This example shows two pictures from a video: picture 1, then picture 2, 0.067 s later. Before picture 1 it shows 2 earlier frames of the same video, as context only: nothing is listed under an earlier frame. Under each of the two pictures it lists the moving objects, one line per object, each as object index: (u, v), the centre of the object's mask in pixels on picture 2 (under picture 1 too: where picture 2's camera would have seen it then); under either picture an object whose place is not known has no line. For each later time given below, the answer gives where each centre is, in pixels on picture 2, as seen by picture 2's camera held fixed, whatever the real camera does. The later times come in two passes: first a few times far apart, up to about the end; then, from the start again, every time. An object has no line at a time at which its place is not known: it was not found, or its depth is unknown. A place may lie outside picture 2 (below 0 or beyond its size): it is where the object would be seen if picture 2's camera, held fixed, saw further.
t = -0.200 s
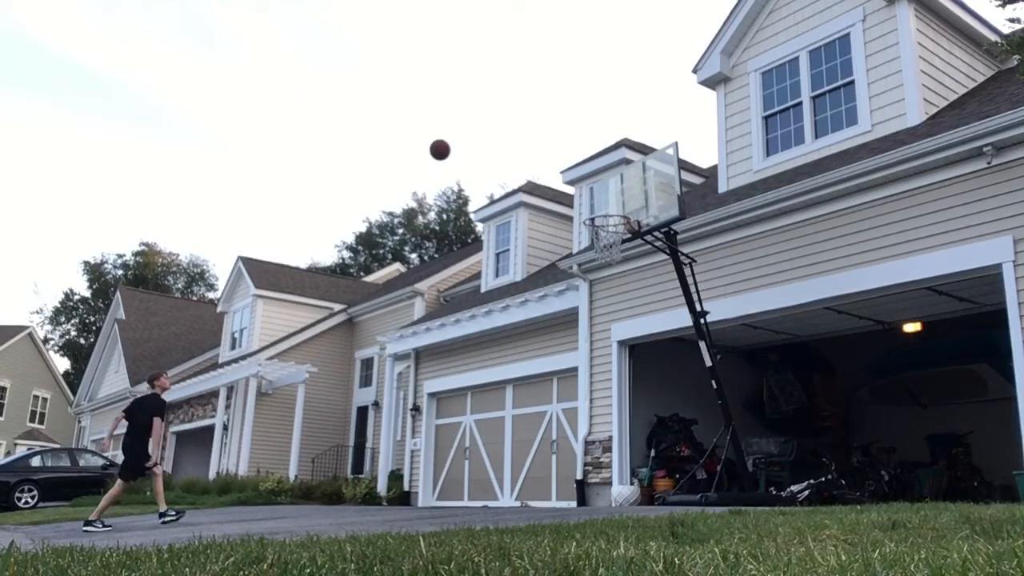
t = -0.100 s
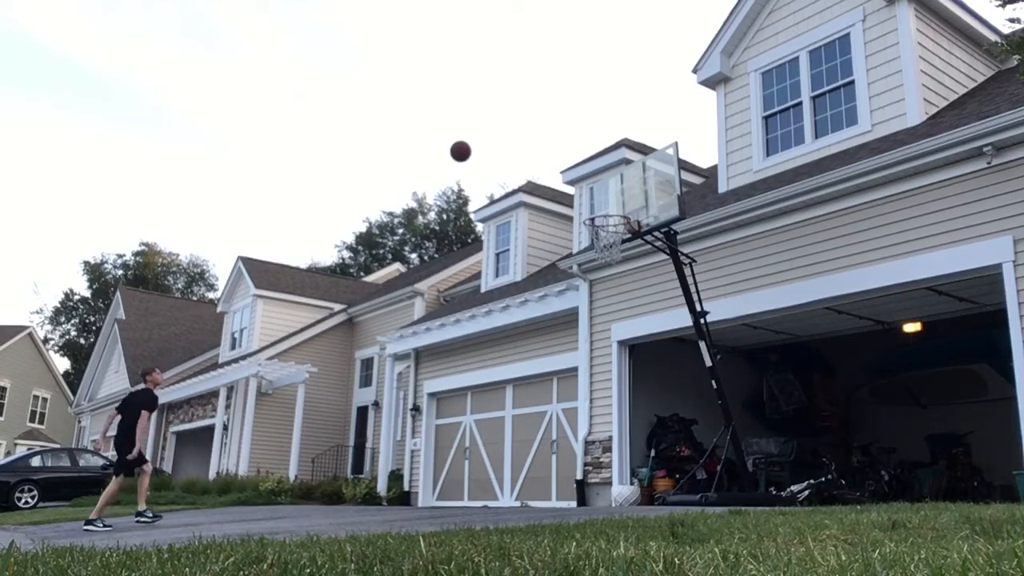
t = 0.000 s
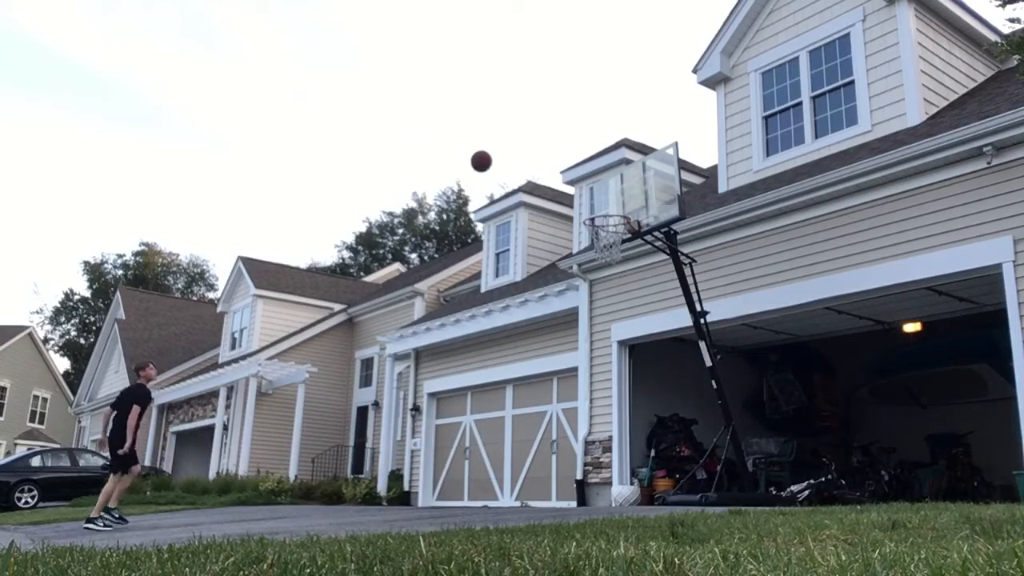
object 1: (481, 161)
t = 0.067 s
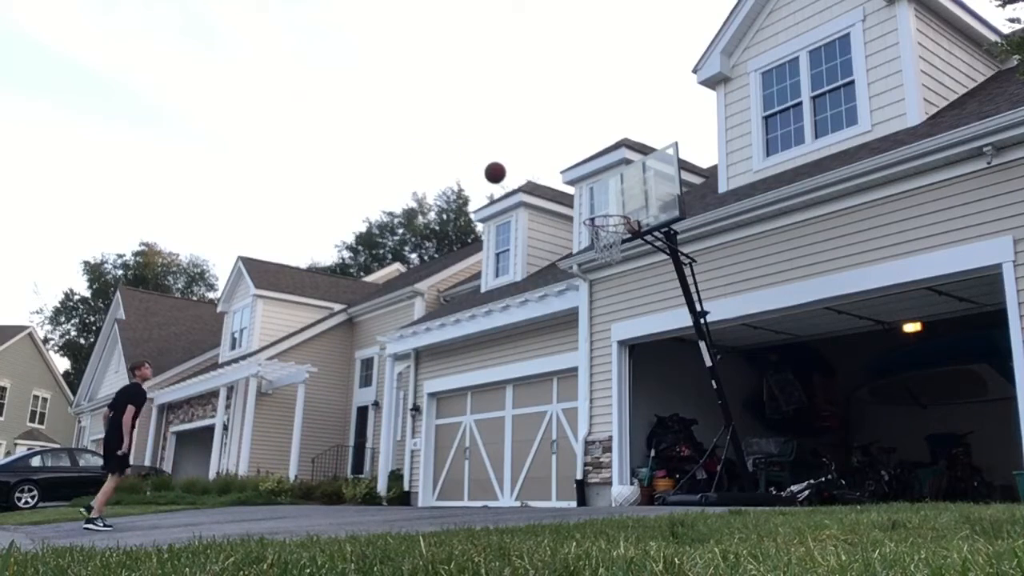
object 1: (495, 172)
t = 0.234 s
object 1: (530, 219)
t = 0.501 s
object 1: (589, 355)
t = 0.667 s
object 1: (630, 486)
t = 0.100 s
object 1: (502, 179)
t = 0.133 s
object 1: (509, 188)
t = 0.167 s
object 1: (516, 197)
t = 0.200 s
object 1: (523, 208)
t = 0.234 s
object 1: (530, 219)
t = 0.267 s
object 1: (537, 231)
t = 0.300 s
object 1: (544, 245)
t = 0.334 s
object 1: (551, 260)
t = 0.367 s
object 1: (559, 277)
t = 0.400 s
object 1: (566, 294)
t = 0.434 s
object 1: (573, 313)
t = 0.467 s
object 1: (581, 333)
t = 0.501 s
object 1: (589, 355)
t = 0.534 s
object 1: (597, 377)
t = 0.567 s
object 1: (605, 402)
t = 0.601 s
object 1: (613, 428)
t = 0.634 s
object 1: (622, 456)
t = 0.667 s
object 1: (630, 486)
